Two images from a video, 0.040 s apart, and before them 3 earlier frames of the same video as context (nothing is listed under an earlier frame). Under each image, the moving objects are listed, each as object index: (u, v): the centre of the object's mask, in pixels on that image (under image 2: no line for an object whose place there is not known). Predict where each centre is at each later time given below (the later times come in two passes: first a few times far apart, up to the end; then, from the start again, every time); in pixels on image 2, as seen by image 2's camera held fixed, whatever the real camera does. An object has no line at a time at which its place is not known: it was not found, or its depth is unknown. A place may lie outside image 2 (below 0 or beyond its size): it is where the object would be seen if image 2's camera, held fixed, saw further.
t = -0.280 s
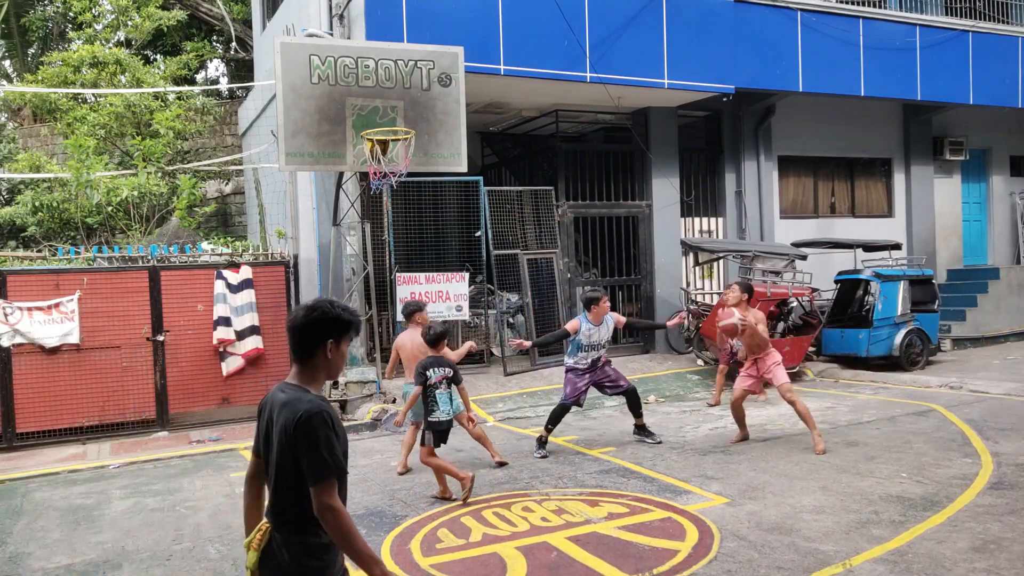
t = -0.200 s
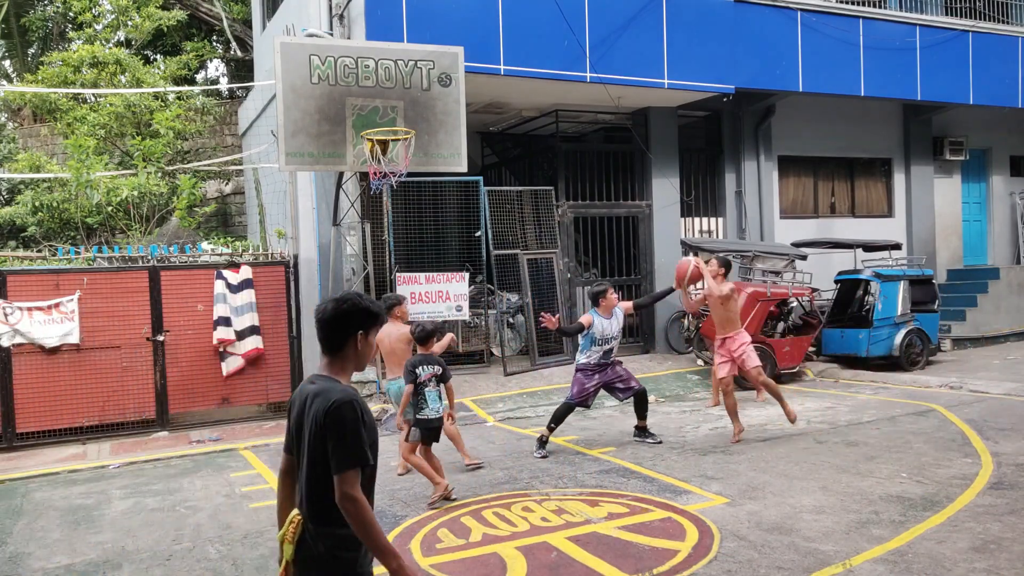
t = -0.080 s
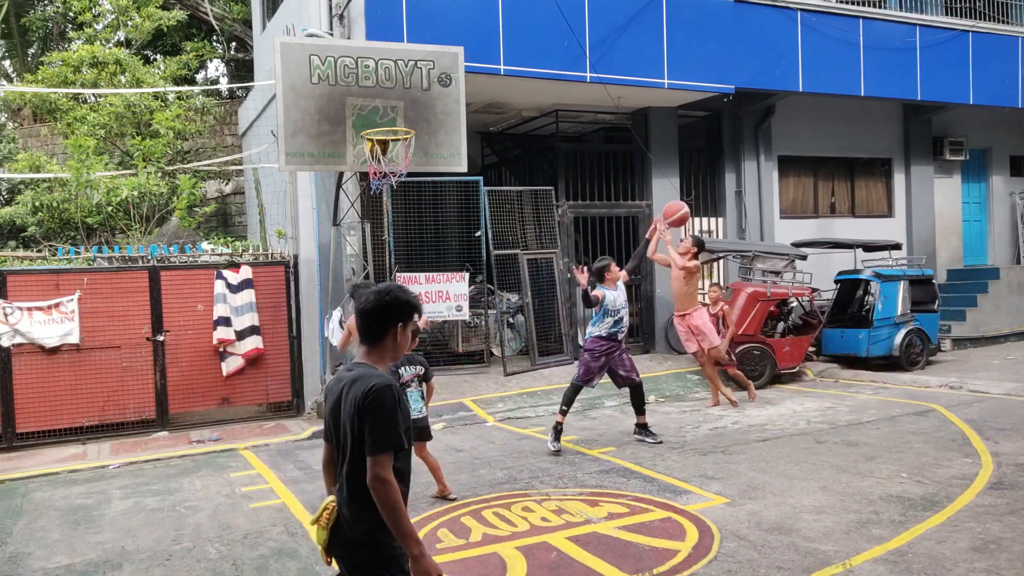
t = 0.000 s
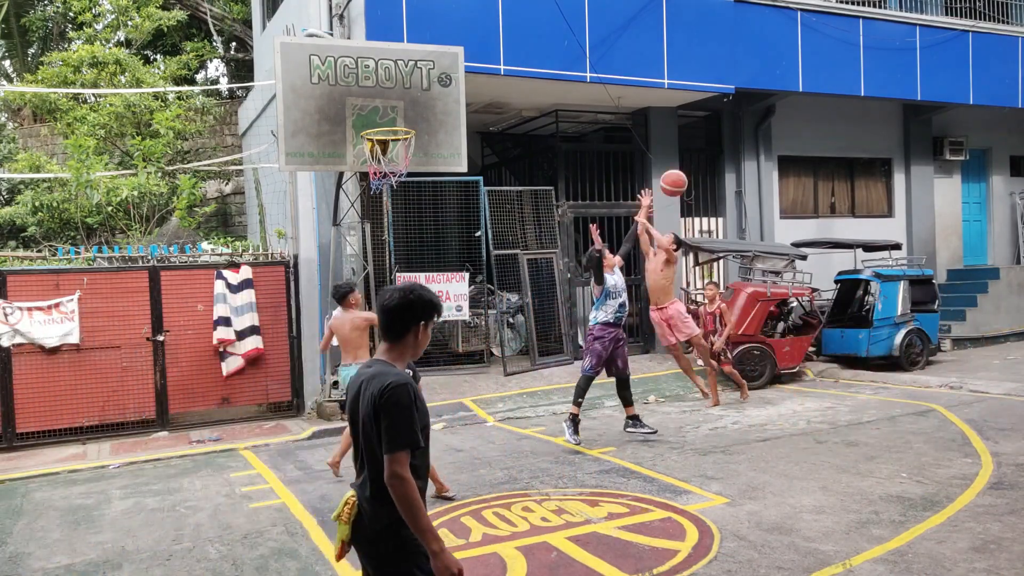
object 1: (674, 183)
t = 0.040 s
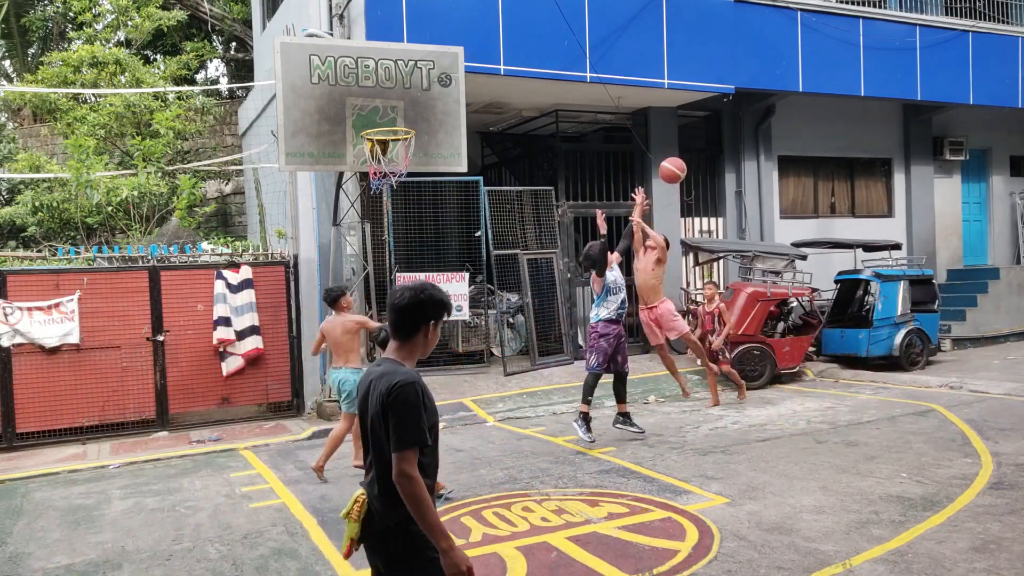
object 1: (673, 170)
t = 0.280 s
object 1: (668, 136)
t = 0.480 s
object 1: (665, 158)
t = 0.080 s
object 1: (672, 160)
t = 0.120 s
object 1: (671, 152)
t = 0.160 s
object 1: (670, 145)
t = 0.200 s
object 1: (669, 140)
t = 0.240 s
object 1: (668, 138)
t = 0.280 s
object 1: (668, 136)
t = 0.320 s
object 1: (667, 137)
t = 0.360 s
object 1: (666, 139)
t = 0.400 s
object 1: (666, 144)
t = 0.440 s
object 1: (665, 150)
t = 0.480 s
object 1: (665, 158)
